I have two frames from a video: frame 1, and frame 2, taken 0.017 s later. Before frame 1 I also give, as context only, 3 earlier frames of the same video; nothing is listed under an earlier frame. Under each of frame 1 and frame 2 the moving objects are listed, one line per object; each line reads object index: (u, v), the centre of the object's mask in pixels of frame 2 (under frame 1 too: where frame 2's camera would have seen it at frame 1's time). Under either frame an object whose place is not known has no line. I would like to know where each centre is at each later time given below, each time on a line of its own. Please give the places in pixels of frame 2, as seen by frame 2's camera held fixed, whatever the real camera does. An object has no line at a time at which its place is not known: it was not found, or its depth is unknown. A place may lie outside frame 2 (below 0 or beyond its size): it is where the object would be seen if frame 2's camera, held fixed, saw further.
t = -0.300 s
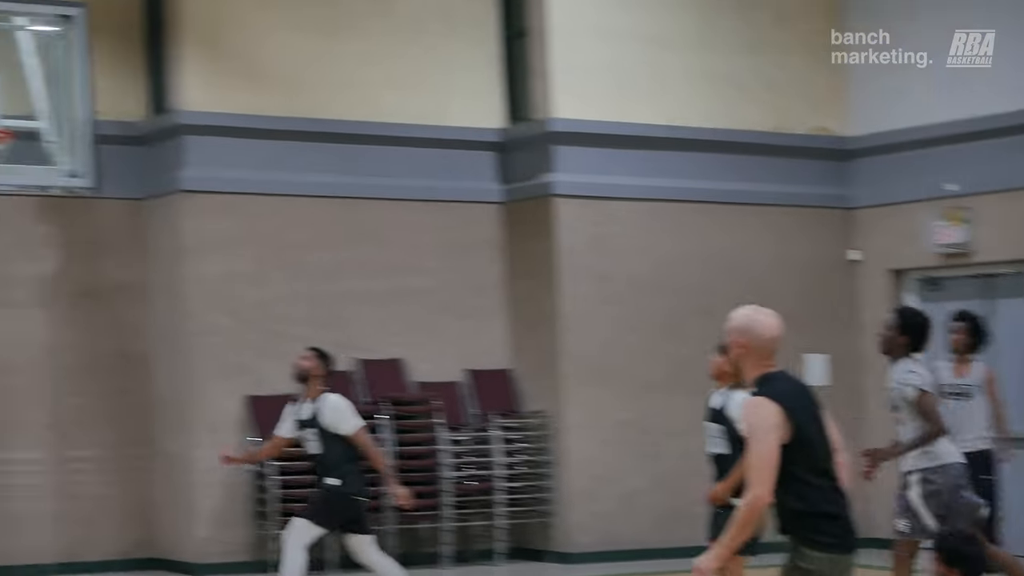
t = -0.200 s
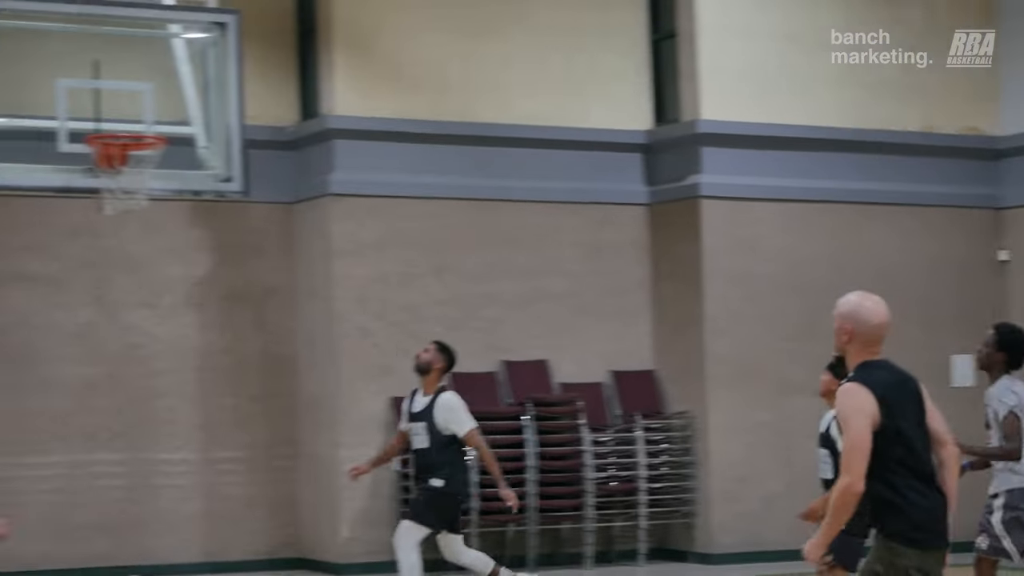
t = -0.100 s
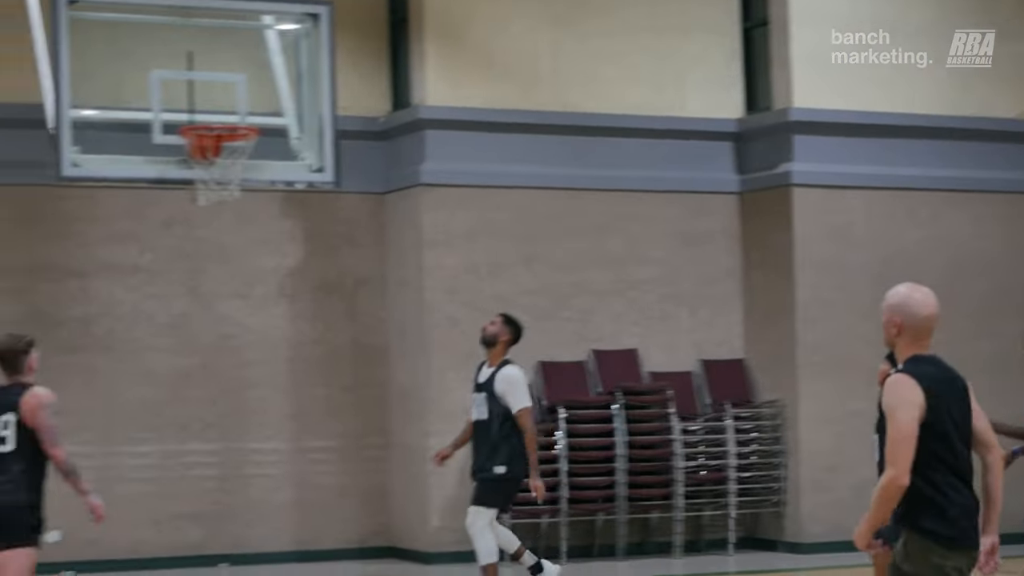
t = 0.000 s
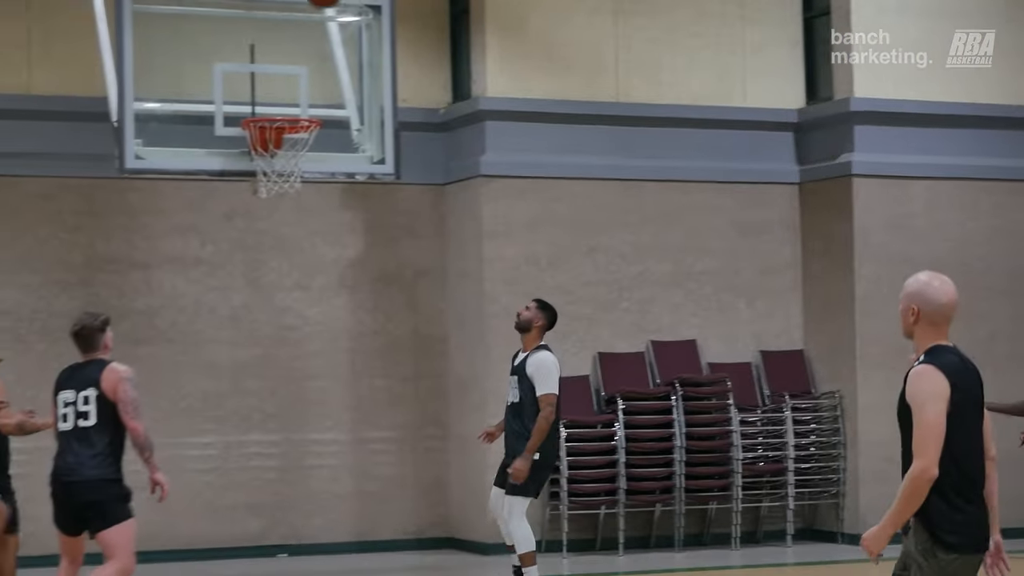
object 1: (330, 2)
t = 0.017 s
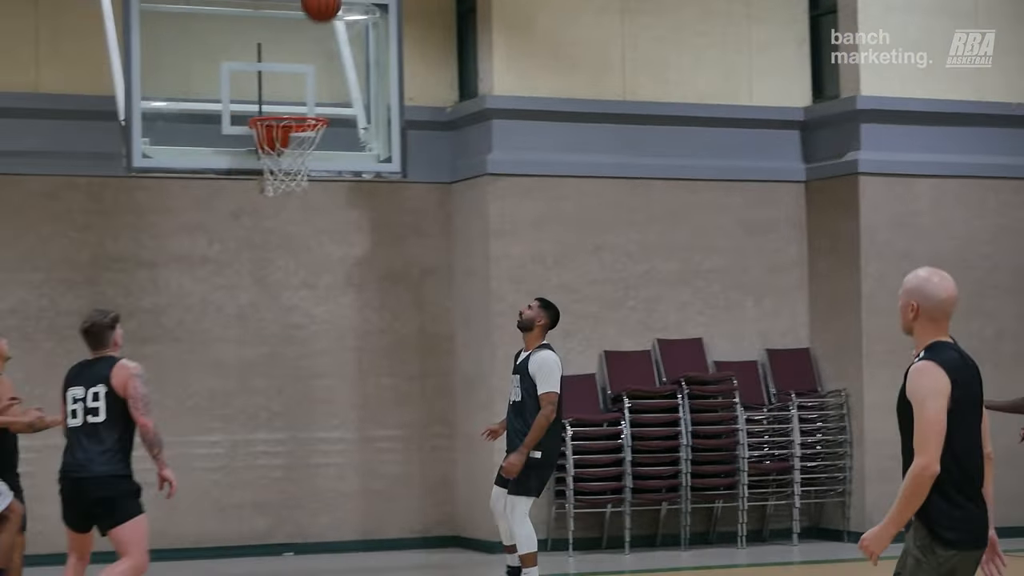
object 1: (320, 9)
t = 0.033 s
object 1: (310, 18)
